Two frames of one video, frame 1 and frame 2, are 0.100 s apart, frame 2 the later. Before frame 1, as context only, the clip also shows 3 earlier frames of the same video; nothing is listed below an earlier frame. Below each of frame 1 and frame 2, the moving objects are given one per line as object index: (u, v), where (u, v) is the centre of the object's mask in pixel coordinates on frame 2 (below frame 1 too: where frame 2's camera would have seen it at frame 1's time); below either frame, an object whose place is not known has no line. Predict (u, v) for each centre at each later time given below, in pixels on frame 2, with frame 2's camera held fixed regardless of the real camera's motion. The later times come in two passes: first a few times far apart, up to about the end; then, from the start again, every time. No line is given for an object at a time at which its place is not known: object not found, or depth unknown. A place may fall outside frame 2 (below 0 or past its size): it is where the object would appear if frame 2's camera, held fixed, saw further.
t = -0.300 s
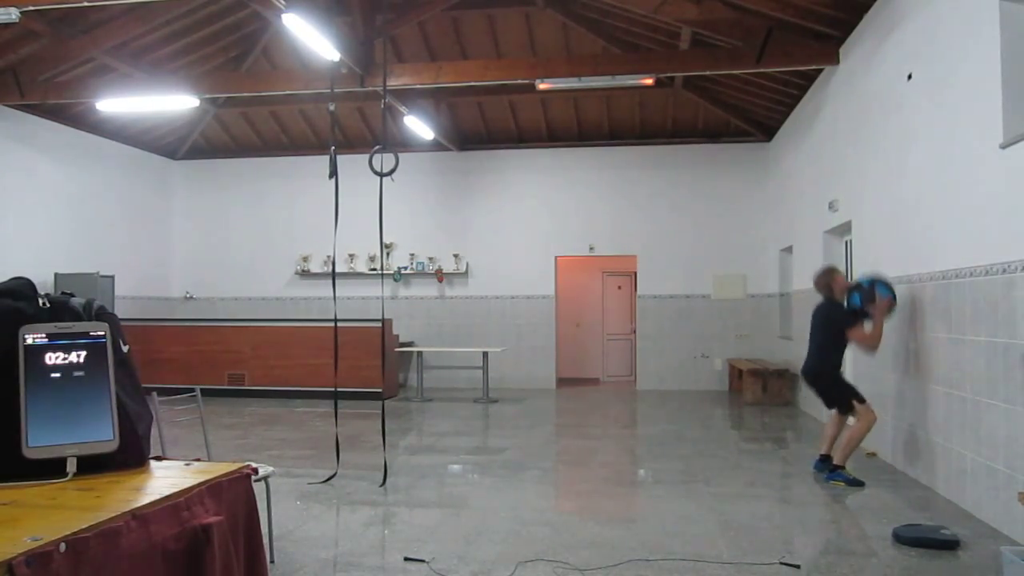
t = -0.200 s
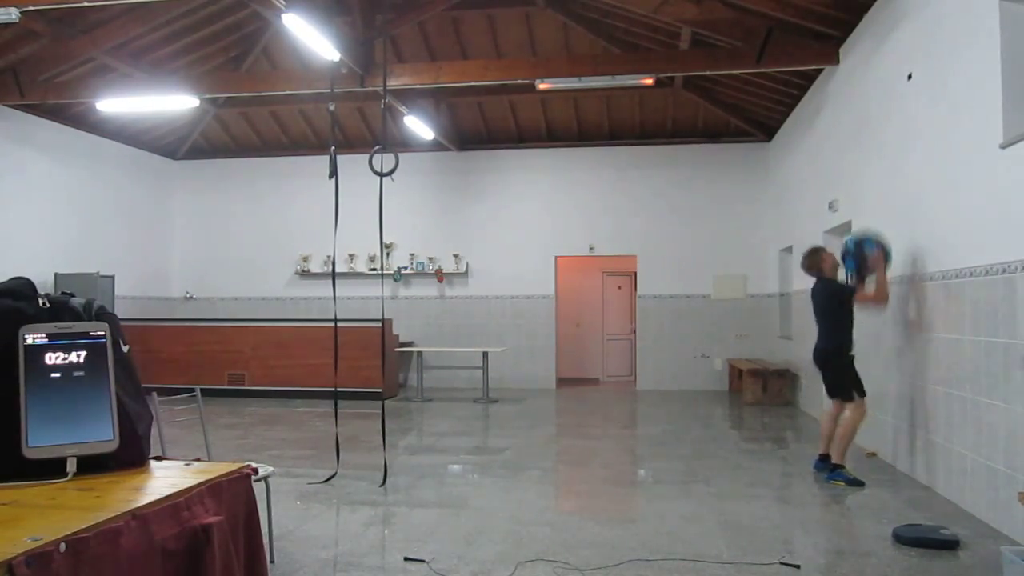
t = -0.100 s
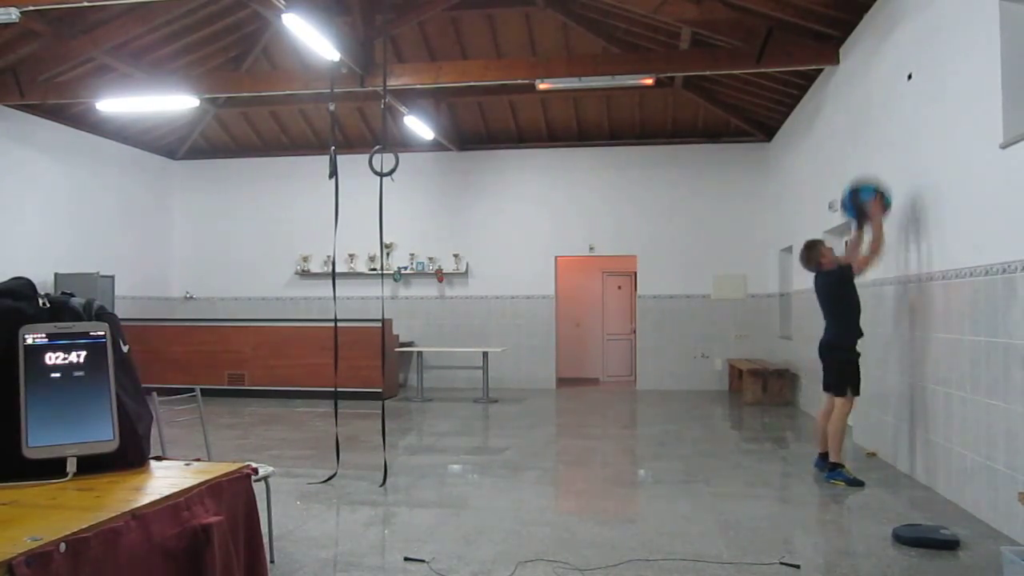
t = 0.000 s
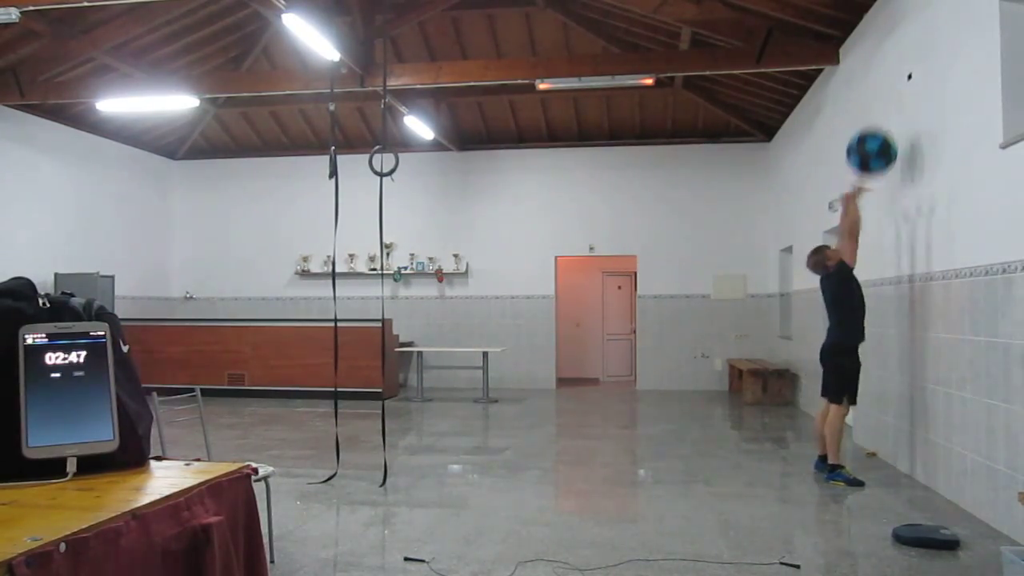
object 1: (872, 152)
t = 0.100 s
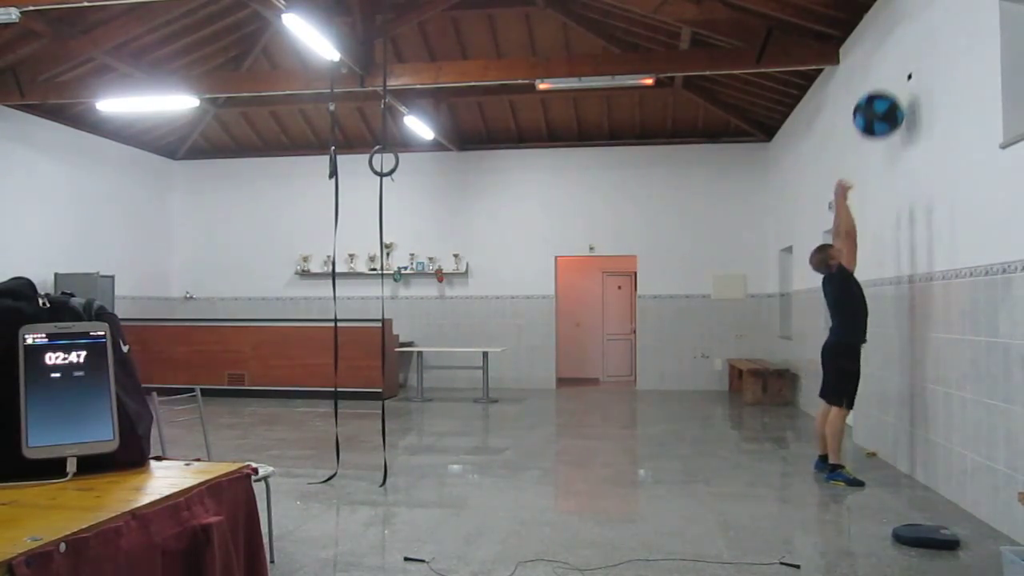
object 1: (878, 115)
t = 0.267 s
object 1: (890, 81)
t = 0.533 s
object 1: (880, 102)
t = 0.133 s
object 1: (881, 105)
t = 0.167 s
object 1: (885, 96)
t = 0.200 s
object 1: (887, 90)
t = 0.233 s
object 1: (889, 85)
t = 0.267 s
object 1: (890, 81)
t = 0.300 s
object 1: (890, 79)
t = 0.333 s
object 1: (889, 78)
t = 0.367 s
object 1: (889, 79)
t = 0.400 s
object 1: (887, 81)
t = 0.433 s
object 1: (887, 84)
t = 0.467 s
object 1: (885, 88)
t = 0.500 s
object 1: (883, 94)
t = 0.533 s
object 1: (880, 102)
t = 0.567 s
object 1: (879, 111)
